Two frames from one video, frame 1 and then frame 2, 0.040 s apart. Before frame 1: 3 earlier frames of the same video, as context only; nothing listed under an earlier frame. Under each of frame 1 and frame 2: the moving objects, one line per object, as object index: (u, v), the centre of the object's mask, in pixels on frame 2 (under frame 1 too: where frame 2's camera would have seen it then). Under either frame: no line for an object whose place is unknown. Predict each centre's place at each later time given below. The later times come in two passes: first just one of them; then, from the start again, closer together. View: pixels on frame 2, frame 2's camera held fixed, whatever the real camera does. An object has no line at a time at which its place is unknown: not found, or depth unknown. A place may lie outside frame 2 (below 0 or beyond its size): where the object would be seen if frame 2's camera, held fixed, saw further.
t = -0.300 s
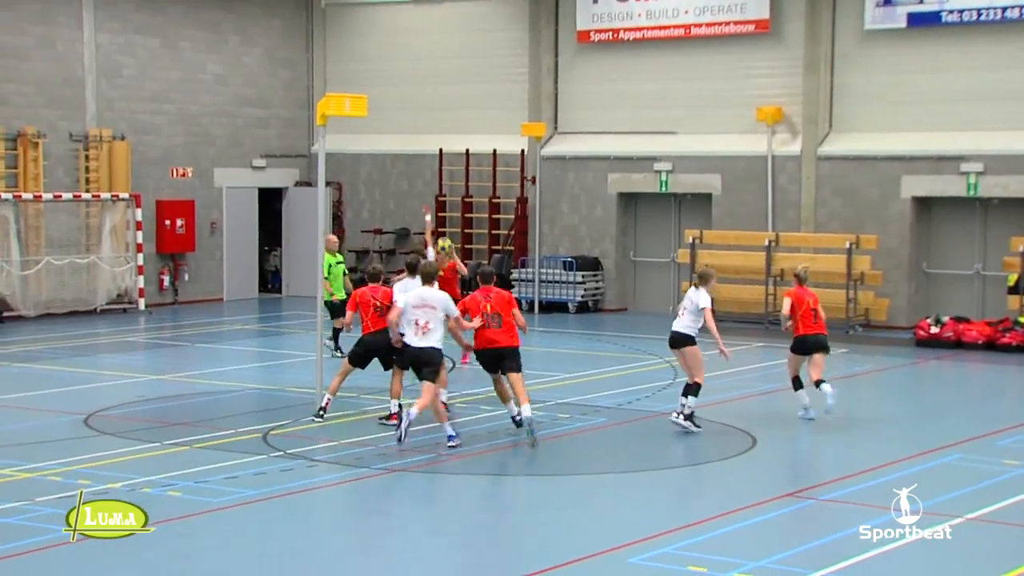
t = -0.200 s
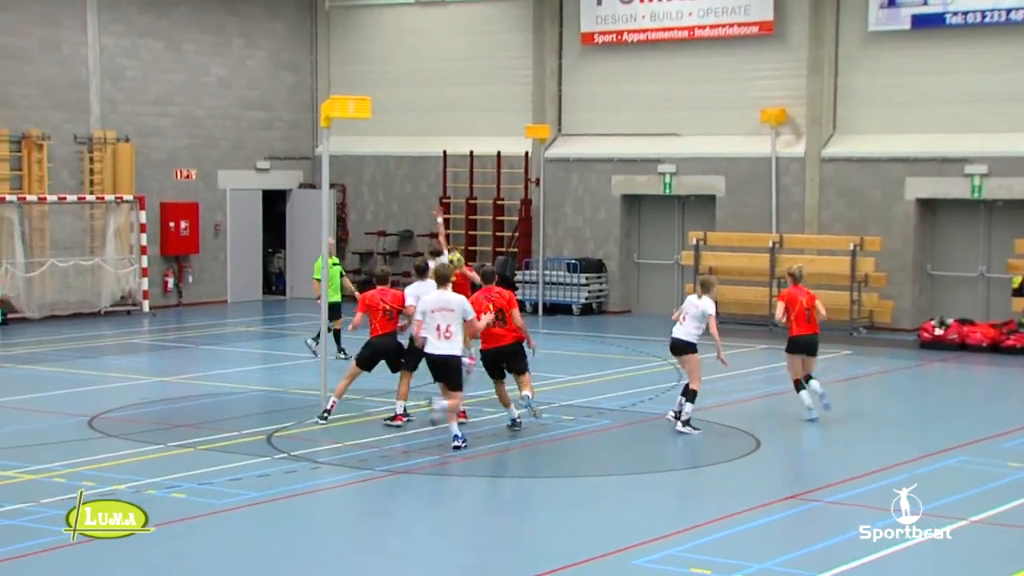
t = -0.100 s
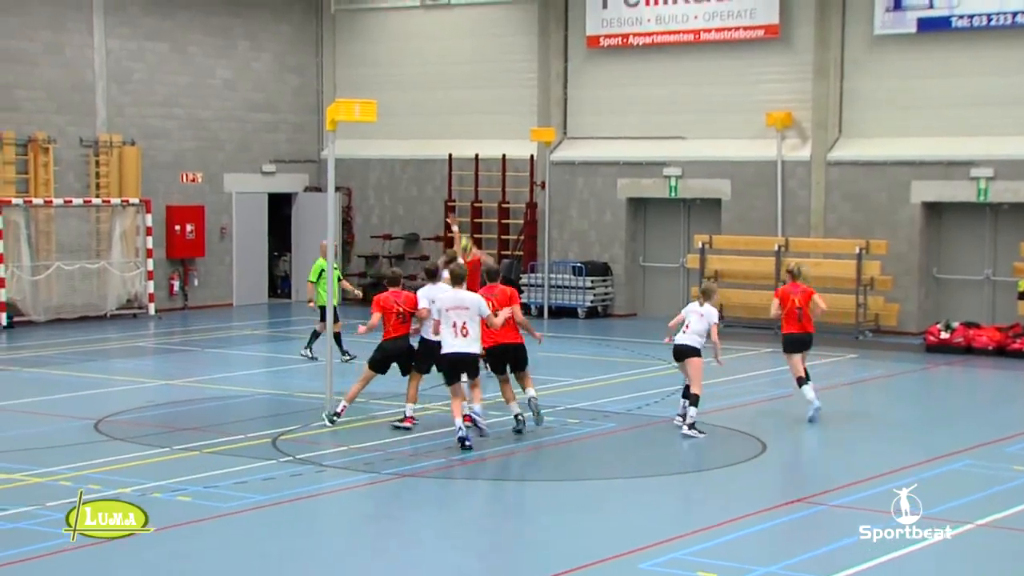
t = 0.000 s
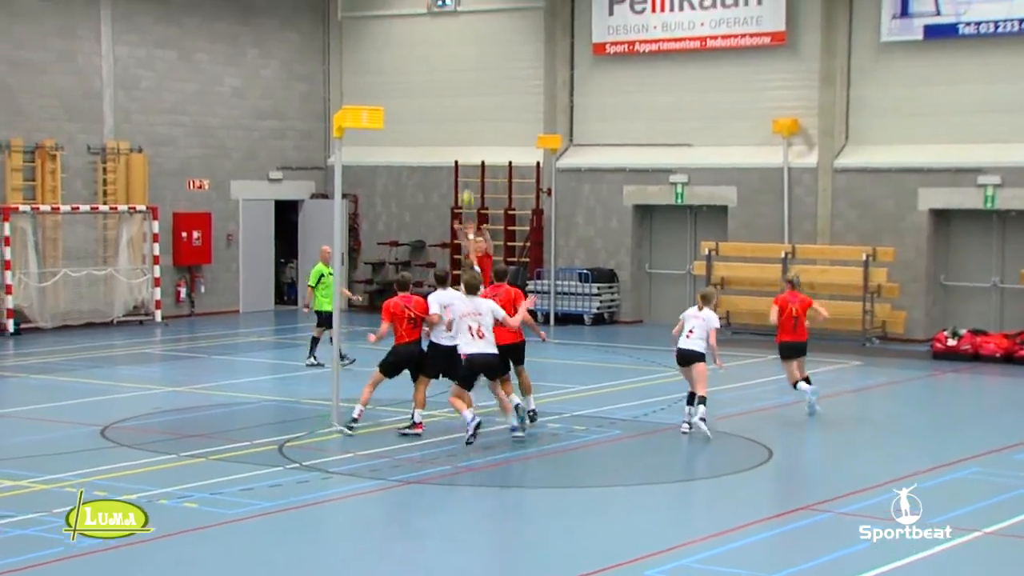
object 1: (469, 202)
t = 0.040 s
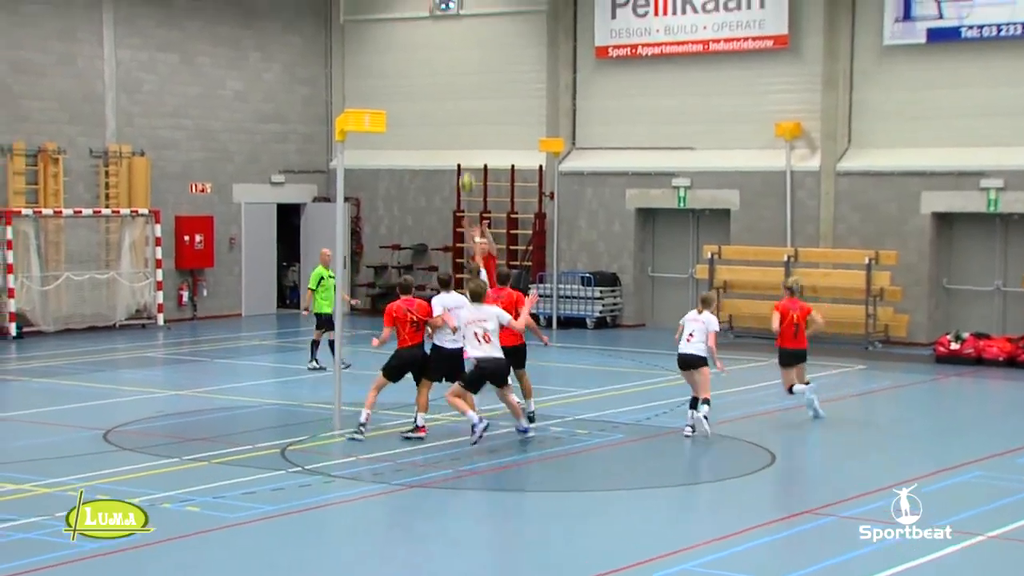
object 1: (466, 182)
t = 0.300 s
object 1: (454, 72)
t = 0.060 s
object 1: (464, 173)
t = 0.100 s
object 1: (463, 154)
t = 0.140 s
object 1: (461, 135)
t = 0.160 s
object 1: (460, 126)
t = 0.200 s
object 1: (459, 109)
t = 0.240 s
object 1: (457, 93)
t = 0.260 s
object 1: (457, 86)
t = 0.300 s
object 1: (454, 72)
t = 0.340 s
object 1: (453, 59)
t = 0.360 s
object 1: (452, 52)
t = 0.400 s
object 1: (450, 40)
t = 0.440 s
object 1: (448, 29)
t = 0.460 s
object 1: (447, 24)
